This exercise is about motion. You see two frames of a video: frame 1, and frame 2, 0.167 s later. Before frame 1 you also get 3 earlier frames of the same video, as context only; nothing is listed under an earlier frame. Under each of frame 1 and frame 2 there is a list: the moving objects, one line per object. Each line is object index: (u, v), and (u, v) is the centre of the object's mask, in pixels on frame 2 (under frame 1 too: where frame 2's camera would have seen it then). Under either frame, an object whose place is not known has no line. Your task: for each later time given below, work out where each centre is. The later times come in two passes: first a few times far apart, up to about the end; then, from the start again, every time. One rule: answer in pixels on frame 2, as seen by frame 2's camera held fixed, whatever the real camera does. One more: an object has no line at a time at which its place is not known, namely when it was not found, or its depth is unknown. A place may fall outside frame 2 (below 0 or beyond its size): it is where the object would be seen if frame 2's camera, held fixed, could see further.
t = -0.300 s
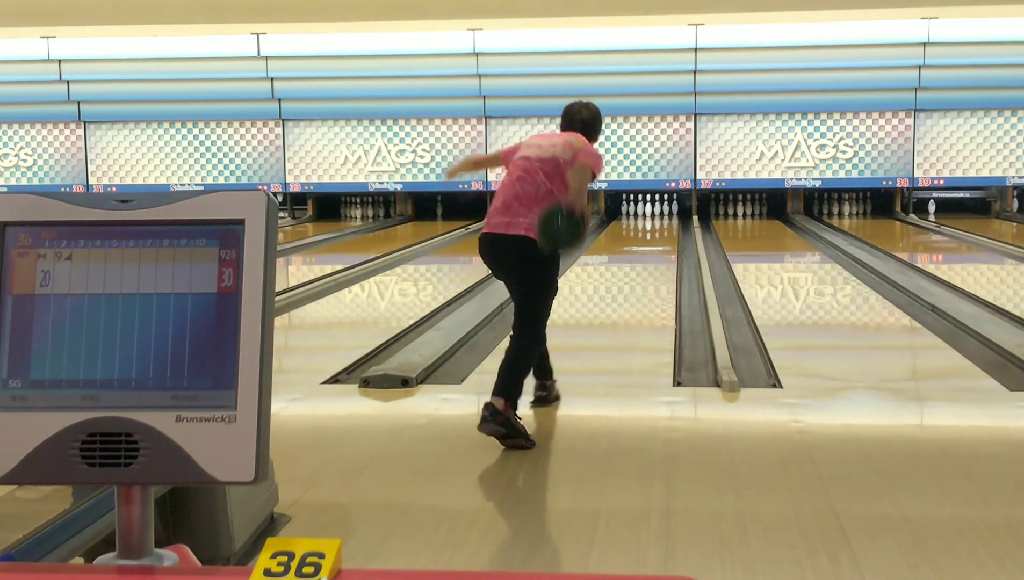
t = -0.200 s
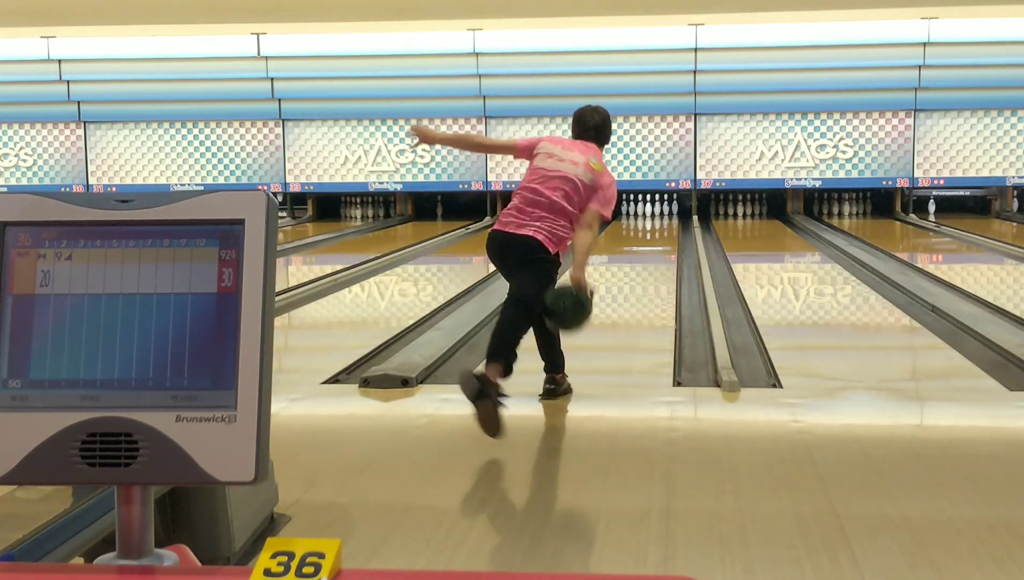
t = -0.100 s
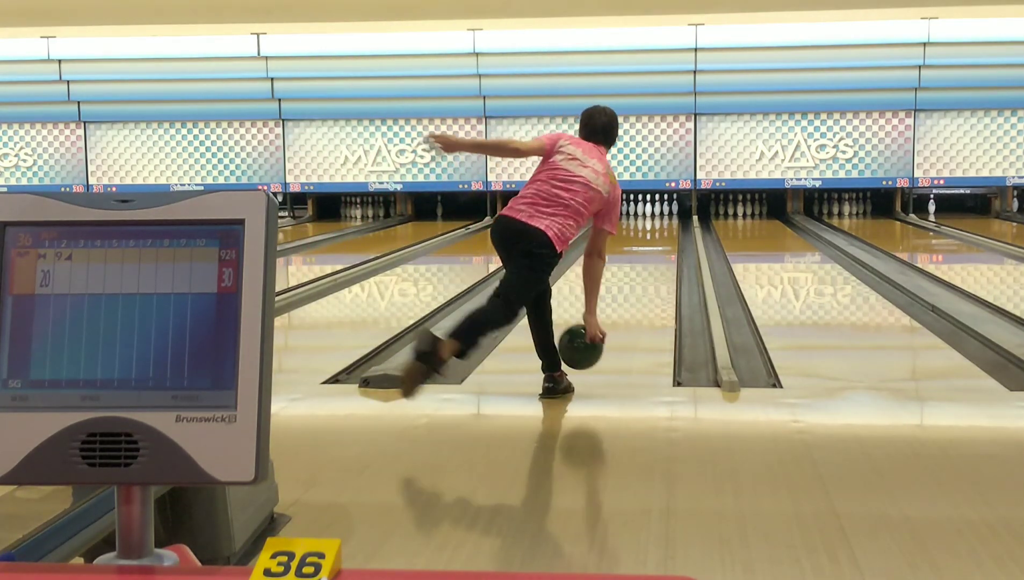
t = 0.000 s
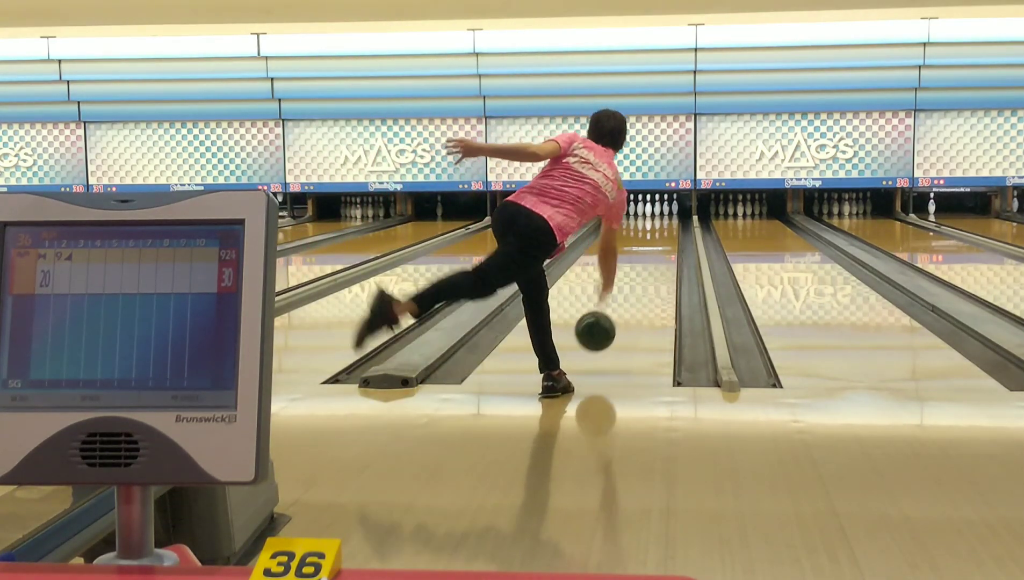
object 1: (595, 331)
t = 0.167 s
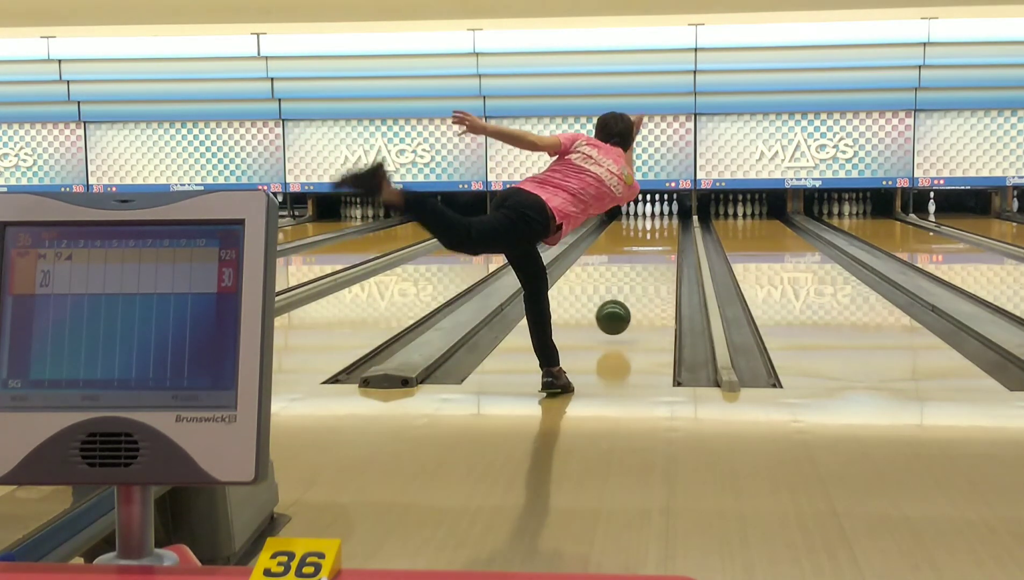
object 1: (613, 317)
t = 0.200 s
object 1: (616, 320)
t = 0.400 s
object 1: (631, 297)
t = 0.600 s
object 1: (641, 279)
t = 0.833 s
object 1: (651, 263)
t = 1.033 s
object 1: (657, 252)
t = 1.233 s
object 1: (661, 243)
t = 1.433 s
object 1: (665, 236)
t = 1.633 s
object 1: (667, 230)
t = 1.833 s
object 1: (668, 224)
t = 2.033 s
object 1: (667, 220)
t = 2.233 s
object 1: (664, 216)
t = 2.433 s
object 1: (660, 213)
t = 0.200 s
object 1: (616, 320)
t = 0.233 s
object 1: (619, 316)
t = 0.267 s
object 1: (621, 312)
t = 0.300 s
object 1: (624, 308)
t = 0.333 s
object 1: (626, 304)
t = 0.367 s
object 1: (629, 300)
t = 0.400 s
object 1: (631, 297)
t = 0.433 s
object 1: (633, 293)
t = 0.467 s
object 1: (635, 290)
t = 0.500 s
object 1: (636, 287)
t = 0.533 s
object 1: (638, 284)
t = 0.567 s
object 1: (640, 281)
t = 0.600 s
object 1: (641, 279)
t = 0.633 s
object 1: (643, 276)
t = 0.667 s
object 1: (644, 274)
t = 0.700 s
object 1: (646, 271)
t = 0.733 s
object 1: (647, 269)
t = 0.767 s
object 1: (648, 267)
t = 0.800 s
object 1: (650, 265)
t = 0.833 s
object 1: (651, 263)
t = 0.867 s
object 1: (652, 261)
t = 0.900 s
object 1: (653, 259)
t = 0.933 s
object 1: (654, 257)
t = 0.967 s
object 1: (655, 255)
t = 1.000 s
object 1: (656, 254)
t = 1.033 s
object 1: (657, 252)
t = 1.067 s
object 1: (658, 251)
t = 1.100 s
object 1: (658, 249)
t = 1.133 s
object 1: (659, 248)
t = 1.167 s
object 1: (660, 246)
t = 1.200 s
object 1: (661, 245)
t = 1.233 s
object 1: (661, 243)
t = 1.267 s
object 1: (662, 242)
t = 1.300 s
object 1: (663, 241)
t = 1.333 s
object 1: (663, 239)
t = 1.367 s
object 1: (664, 238)
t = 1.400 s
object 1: (664, 237)
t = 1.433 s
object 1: (665, 236)
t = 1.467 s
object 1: (665, 235)
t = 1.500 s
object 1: (665, 234)
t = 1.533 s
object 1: (666, 233)
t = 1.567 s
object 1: (666, 232)
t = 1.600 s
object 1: (666, 231)
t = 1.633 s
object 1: (667, 230)
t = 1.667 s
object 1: (667, 229)
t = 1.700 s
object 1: (667, 228)
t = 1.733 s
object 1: (667, 227)
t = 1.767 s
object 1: (668, 227)
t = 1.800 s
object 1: (668, 225)
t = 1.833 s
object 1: (668, 224)
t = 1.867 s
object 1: (668, 224)
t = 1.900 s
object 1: (668, 223)
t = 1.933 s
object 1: (667, 222)
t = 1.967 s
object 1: (667, 221)
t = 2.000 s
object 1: (667, 221)
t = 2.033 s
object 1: (667, 220)
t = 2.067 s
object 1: (667, 220)
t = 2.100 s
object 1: (666, 219)
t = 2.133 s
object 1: (666, 218)
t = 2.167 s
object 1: (665, 217)
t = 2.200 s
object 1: (665, 217)
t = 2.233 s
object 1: (664, 216)
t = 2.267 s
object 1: (663, 216)
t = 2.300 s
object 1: (663, 215)
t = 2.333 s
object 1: (662, 215)
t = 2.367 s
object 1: (661, 214)
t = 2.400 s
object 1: (660, 214)
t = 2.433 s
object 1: (660, 213)
